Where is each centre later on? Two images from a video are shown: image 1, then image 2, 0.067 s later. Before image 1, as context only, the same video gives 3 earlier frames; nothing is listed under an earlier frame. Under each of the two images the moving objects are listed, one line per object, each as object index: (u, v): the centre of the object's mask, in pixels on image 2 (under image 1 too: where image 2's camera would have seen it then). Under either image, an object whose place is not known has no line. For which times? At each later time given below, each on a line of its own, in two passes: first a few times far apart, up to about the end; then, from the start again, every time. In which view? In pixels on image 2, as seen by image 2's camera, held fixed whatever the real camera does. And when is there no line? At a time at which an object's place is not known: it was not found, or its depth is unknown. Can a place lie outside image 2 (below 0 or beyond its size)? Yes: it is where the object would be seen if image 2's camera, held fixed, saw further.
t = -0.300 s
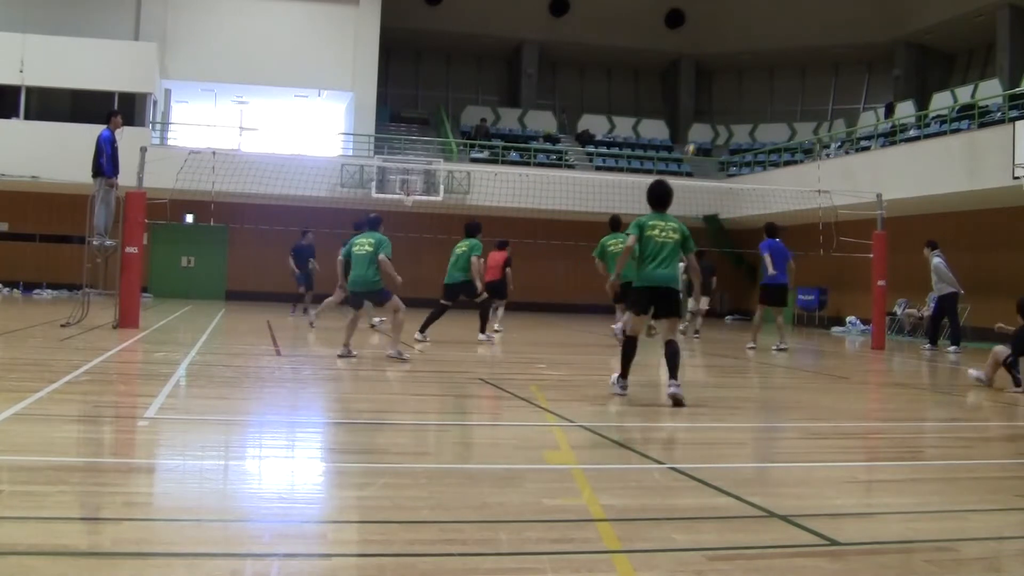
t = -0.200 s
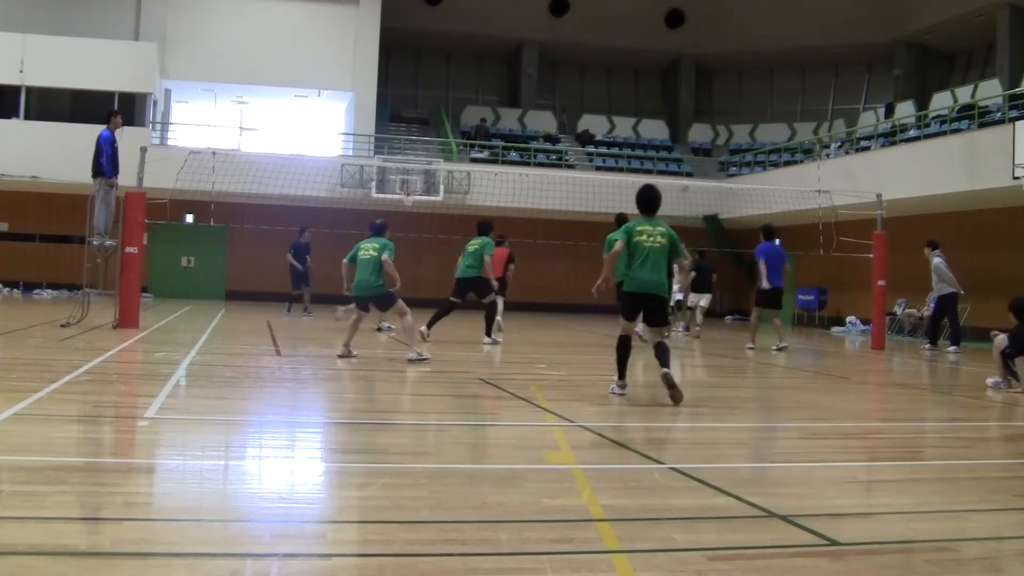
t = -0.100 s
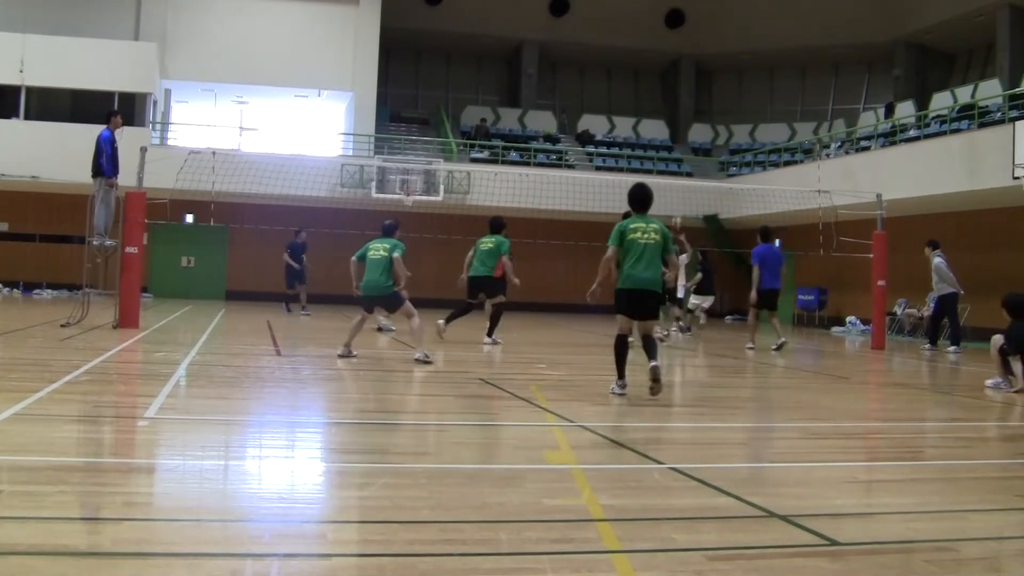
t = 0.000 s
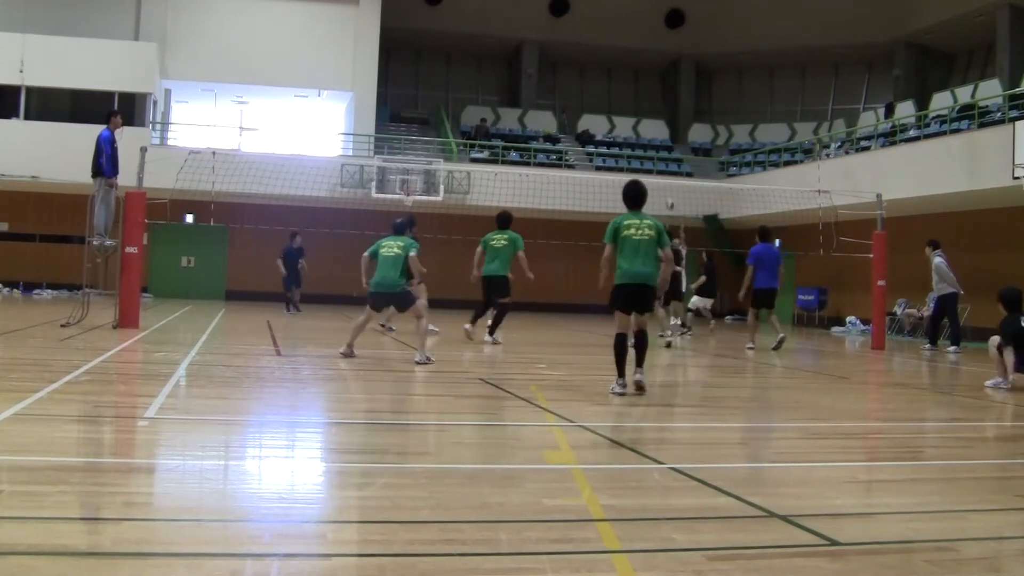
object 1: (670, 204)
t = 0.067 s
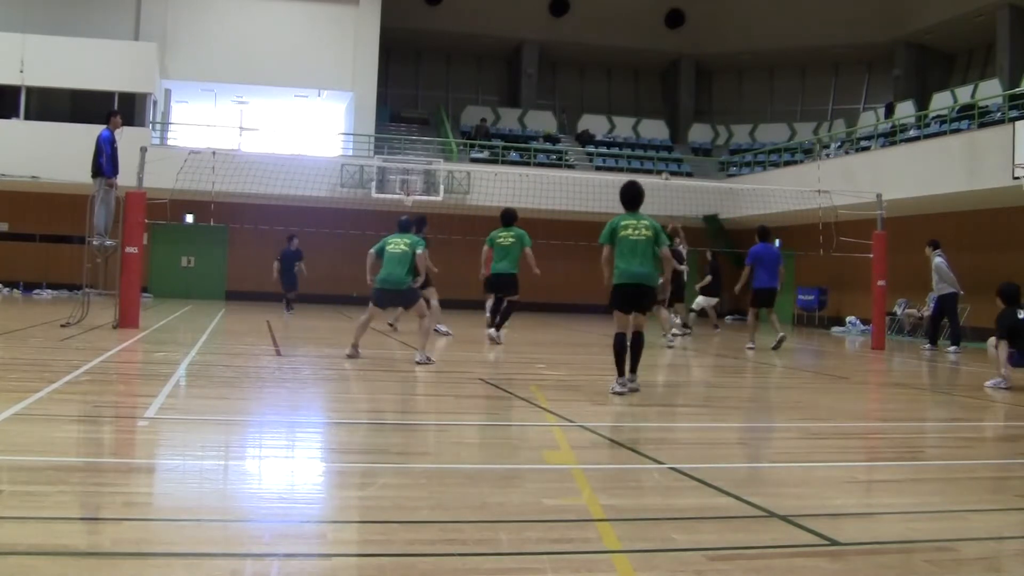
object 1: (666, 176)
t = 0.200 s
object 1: (655, 132)
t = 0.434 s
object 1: (636, 77)
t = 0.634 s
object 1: (617, 51)
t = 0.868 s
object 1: (594, 47)
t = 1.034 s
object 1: (576, 63)
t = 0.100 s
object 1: (663, 166)
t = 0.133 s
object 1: (661, 155)
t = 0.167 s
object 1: (658, 144)
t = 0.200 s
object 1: (655, 132)
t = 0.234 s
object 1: (653, 124)
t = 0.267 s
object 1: (650, 114)
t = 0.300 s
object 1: (647, 106)
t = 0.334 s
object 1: (645, 98)
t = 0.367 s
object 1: (642, 91)
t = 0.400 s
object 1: (639, 83)
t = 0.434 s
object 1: (636, 77)
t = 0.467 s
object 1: (633, 71)
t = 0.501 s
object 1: (629, 66)
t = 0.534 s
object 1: (627, 61)
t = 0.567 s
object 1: (624, 57)
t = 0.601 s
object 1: (621, 53)
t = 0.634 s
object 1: (617, 51)
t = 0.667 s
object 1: (614, 48)
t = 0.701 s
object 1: (611, 46)
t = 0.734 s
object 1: (608, 45)
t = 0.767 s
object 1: (604, 44)
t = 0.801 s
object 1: (601, 45)
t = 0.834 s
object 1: (597, 45)
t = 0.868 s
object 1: (594, 47)
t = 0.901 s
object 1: (590, 49)
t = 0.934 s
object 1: (587, 51)
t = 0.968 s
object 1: (583, 55)
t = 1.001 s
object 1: (579, 59)
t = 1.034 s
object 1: (576, 63)
